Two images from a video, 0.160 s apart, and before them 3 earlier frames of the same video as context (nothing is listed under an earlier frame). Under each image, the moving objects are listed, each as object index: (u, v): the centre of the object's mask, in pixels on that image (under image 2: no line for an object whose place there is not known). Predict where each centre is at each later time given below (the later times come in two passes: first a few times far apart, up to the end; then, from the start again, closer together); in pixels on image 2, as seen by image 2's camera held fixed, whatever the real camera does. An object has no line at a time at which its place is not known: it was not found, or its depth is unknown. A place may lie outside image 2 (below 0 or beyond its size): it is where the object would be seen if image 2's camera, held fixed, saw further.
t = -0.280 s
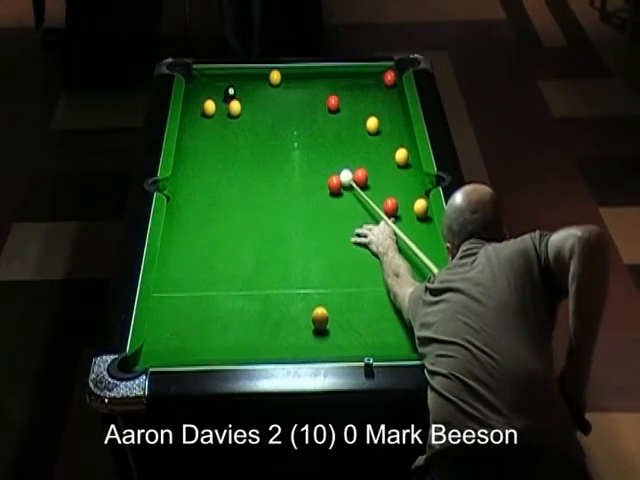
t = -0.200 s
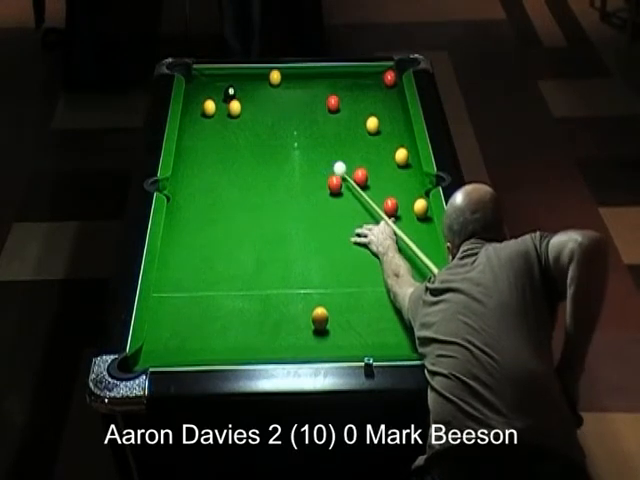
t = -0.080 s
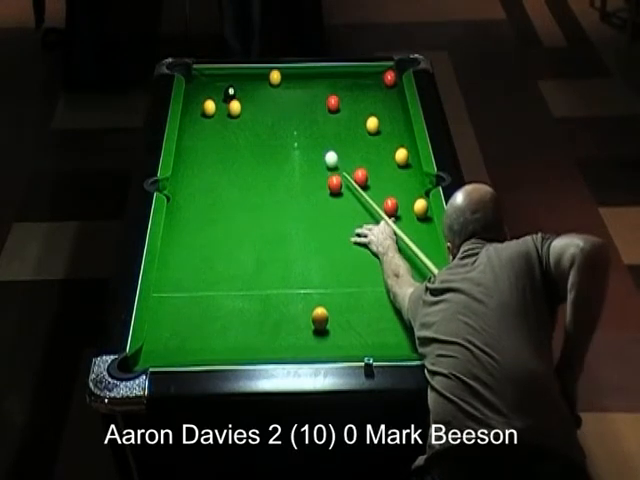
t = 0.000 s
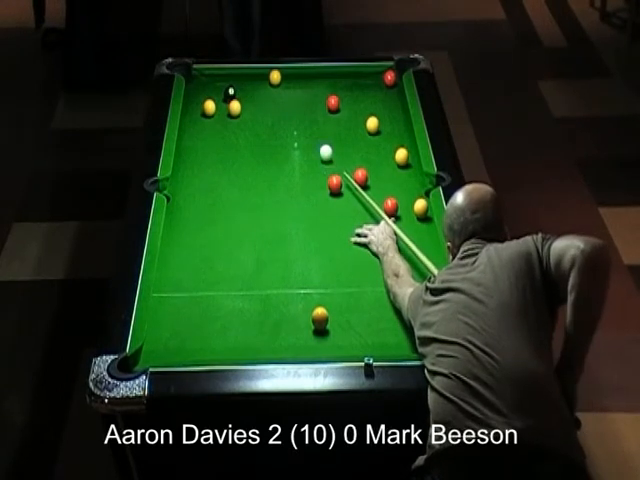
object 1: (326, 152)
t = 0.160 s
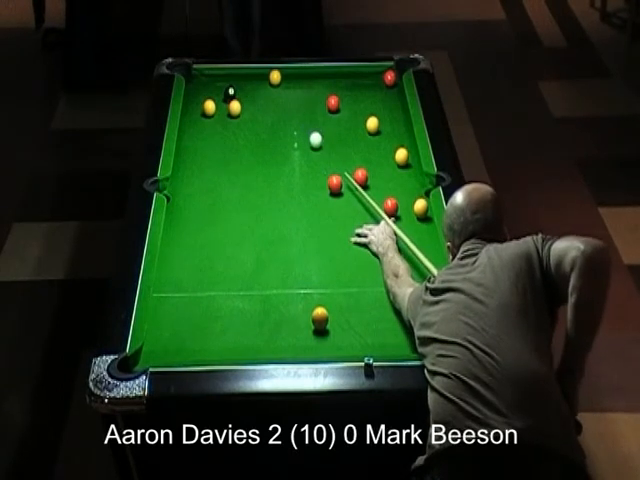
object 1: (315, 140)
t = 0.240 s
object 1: (310, 133)
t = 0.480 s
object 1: (296, 116)
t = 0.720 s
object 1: (284, 101)
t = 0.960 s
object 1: (272, 87)
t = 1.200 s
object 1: (256, 79)
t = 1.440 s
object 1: (242, 78)
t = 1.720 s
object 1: (228, 81)
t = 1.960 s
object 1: (218, 84)
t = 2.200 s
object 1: (209, 87)
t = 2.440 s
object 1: (201, 89)
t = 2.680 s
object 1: (195, 91)
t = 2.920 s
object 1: (189, 92)
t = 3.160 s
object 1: (191, 93)
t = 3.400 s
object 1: (193, 93)
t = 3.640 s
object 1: (194, 94)
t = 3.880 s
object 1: (194, 93)
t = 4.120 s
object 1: (194, 94)
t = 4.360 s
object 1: (194, 94)
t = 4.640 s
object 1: (194, 94)
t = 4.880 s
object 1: (194, 94)
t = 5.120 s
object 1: (194, 94)
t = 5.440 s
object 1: (196, 93)
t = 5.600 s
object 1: (194, 94)
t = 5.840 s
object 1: (194, 94)
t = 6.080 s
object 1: (194, 94)
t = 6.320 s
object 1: (194, 94)
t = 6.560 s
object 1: (194, 94)
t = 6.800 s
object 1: (194, 94)
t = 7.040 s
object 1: (194, 94)
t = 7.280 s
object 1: (194, 94)
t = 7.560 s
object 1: (194, 94)
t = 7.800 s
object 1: (194, 94)
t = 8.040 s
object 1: (194, 94)
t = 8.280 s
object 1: (194, 94)
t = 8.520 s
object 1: (194, 94)
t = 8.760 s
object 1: (194, 94)
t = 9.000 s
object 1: (194, 94)
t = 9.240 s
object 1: (194, 94)
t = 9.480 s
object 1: (194, 94)
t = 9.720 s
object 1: (194, 94)
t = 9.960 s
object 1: (194, 94)
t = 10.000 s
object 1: (194, 94)
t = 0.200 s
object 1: (313, 136)
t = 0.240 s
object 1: (310, 133)
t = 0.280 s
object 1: (308, 130)
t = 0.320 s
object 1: (305, 128)
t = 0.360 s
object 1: (303, 125)
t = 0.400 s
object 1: (301, 122)
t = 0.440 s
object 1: (299, 119)
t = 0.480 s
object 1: (296, 116)
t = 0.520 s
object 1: (294, 113)
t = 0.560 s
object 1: (292, 111)
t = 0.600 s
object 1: (290, 108)
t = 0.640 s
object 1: (288, 106)
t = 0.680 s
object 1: (286, 103)
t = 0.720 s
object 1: (284, 101)
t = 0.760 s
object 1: (281, 98)
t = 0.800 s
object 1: (280, 96)
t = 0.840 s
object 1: (278, 93)
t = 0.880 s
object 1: (276, 91)
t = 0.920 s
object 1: (274, 89)
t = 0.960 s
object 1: (272, 87)
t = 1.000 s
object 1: (270, 84)
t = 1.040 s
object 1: (267, 82)
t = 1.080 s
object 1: (264, 82)
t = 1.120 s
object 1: (262, 81)
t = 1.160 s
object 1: (259, 80)
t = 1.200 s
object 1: (256, 79)
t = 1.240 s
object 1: (253, 78)
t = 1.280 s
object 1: (250, 77)
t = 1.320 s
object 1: (248, 76)
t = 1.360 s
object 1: (246, 76)
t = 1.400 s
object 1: (244, 77)
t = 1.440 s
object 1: (242, 78)
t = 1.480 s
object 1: (240, 78)
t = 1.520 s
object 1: (238, 79)
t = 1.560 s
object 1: (236, 79)
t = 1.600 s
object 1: (234, 80)
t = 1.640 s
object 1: (232, 80)
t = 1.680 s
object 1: (231, 80)
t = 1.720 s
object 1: (228, 81)
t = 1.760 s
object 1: (227, 81)
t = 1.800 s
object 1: (225, 82)
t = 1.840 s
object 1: (223, 82)
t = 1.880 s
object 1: (222, 83)
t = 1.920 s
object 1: (220, 84)
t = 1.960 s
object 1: (218, 84)
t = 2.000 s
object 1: (217, 85)
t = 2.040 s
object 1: (215, 85)
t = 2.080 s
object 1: (214, 86)
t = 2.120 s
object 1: (212, 86)
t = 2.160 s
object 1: (211, 86)
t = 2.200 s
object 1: (209, 87)
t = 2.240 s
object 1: (208, 87)
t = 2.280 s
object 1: (207, 87)
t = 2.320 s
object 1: (205, 88)
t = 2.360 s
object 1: (204, 88)
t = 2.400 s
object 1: (202, 88)
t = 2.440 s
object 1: (201, 89)
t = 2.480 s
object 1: (200, 89)
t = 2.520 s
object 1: (199, 89)
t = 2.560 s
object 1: (198, 90)
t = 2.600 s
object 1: (197, 90)
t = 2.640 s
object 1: (195, 90)
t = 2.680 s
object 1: (195, 91)
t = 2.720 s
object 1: (194, 91)
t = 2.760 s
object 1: (192, 91)
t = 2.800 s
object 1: (192, 91)
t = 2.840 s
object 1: (191, 92)
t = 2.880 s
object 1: (190, 92)
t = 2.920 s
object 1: (189, 92)
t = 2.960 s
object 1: (190, 92)
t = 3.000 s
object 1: (190, 92)
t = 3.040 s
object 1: (190, 93)
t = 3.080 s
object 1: (191, 93)
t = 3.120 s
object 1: (191, 93)
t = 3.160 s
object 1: (191, 93)
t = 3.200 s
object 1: (192, 93)
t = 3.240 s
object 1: (192, 93)
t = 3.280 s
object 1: (192, 93)
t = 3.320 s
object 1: (192, 93)
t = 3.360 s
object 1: (193, 93)
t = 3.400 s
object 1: (193, 93)
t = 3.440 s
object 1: (193, 94)
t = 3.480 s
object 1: (193, 93)
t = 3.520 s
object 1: (193, 93)
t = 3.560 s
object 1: (194, 94)
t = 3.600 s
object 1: (194, 94)
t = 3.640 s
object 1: (194, 94)
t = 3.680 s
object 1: (194, 94)
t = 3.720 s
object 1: (194, 93)
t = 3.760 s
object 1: (194, 94)
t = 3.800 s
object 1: (194, 94)
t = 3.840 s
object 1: (194, 94)
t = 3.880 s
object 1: (194, 93)
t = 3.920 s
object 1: (194, 93)
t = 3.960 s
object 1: (194, 94)
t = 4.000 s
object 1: (194, 94)
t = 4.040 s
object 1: (194, 94)
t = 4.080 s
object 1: (194, 94)
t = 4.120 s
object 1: (194, 94)
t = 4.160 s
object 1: (194, 94)
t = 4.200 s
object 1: (194, 94)
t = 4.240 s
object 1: (194, 94)
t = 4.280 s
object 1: (194, 94)
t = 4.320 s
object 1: (194, 94)
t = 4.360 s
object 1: (194, 94)
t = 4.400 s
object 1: (194, 94)
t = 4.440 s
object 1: (194, 94)
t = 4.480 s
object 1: (194, 94)
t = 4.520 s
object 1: (194, 94)
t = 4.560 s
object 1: (194, 94)
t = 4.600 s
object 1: (194, 94)
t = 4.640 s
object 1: (194, 94)
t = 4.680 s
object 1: (194, 94)
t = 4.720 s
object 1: (194, 94)
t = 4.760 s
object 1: (194, 94)
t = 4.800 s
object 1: (194, 94)
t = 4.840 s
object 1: (194, 94)
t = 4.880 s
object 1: (194, 94)
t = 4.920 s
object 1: (194, 94)
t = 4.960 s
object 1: (194, 94)
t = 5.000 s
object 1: (194, 94)
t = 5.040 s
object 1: (194, 94)
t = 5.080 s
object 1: (194, 94)
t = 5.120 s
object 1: (194, 94)
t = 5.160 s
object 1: (194, 94)
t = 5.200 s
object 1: (191, 95)
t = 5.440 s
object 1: (196, 93)
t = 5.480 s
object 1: (194, 94)
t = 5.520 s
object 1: (194, 94)
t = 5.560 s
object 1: (194, 94)
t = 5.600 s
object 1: (194, 94)
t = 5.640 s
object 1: (194, 94)
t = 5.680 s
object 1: (194, 94)
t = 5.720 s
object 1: (194, 94)
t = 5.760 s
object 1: (194, 94)
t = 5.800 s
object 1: (194, 94)
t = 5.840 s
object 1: (194, 94)
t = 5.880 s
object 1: (194, 94)
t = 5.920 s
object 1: (194, 94)
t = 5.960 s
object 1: (194, 94)
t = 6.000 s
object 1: (194, 94)
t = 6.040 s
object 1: (194, 94)
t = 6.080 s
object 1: (194, 94)
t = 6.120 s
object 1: (194, 94)
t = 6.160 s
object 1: (194, 94)
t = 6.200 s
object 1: (194, 94)
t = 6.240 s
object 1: (194, 94)
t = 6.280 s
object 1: (194, 94)
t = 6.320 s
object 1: (194, 94)
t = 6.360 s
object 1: (194, 94)
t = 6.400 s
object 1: (194, 94)
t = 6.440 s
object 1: (194, 94)
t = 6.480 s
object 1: (194, 94)
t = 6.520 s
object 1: (194, 94)
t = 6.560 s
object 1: (194, 94)
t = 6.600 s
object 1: (194, 94)
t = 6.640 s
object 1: (194, 94)
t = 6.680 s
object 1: (194, 94)
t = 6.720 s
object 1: (194, 94)
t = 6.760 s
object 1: (194, 94)
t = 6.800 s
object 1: (194, 94)
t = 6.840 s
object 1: (194, 94)
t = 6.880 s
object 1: (194, 94)
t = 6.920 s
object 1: (194, 94)
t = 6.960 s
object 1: (194, 94)
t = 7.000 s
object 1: (194, 94)
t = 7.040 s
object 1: (194, 94)
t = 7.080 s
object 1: (194, 94)
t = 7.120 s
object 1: (194, 94)
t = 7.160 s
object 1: (194, 94)
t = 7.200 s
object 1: (194, 94)
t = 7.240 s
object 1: (194, 94)
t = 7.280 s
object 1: (194, 94)
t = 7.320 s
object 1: (194, 94)
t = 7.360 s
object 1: (194, 94)
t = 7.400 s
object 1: (194, 94)
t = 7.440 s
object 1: (194, 94)
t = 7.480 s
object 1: (194, 94)
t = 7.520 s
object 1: (194, 94)
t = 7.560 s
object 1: (194, 94)
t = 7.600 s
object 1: (194, 94)
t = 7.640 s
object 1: (194, 94)
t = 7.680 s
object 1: (194, 94)
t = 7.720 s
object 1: (194, 94)
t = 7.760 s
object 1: (194, 94)
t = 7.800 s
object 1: (194, 94)
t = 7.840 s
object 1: (194, 94)
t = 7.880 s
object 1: (194, 94)
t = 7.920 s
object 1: (194, 94)
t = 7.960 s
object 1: (194, 94)
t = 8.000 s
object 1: (194, 94)
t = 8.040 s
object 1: (194, 94)
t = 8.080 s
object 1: (194, 94)
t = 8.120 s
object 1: (194, 94)
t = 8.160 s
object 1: (194, 94)
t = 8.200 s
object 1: (194, 94)
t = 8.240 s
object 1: (194, 94)
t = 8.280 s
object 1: (194, 94)
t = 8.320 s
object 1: (194, 94)
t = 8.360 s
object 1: (194, 94)
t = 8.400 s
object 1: (194, 94)
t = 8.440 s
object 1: (194, 94)
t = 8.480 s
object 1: (194, 94)
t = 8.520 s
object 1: (194, 94)
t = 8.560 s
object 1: (194, 94)
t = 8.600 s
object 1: (194, 94)
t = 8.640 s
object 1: (194, 94)
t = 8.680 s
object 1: (194, 94)
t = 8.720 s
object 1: (194, 94)
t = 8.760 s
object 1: (194, 94)
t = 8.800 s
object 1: (194, 94)
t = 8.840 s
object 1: (194, 94)
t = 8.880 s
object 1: (194, 94)
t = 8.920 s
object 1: (194, 94)
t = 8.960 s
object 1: (194, 94)
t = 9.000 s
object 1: (194, 94)
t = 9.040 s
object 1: (194, 94)
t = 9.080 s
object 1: (194, 94)
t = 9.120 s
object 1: (194, 94)
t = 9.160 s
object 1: (194, 94)
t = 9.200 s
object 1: (194, 94)
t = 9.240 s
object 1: (194, 94)
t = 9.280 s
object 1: (194, 94)
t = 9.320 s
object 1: (194, 94)
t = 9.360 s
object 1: (194, 94)
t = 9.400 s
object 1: (194, 94)
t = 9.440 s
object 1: (194, 94)
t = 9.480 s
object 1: (194, 94)
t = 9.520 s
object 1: (194, 94)
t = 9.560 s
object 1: (194, 94)
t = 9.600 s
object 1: (194, 94)
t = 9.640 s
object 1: (194, 94)
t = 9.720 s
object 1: (194, 94)
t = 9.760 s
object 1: (194, 94)
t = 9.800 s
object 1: (194, 94)
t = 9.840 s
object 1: (194, 94)
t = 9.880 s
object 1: (194, 94)
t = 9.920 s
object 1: (194, 94)
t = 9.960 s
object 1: (194, 94)
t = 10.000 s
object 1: (194, 94)
